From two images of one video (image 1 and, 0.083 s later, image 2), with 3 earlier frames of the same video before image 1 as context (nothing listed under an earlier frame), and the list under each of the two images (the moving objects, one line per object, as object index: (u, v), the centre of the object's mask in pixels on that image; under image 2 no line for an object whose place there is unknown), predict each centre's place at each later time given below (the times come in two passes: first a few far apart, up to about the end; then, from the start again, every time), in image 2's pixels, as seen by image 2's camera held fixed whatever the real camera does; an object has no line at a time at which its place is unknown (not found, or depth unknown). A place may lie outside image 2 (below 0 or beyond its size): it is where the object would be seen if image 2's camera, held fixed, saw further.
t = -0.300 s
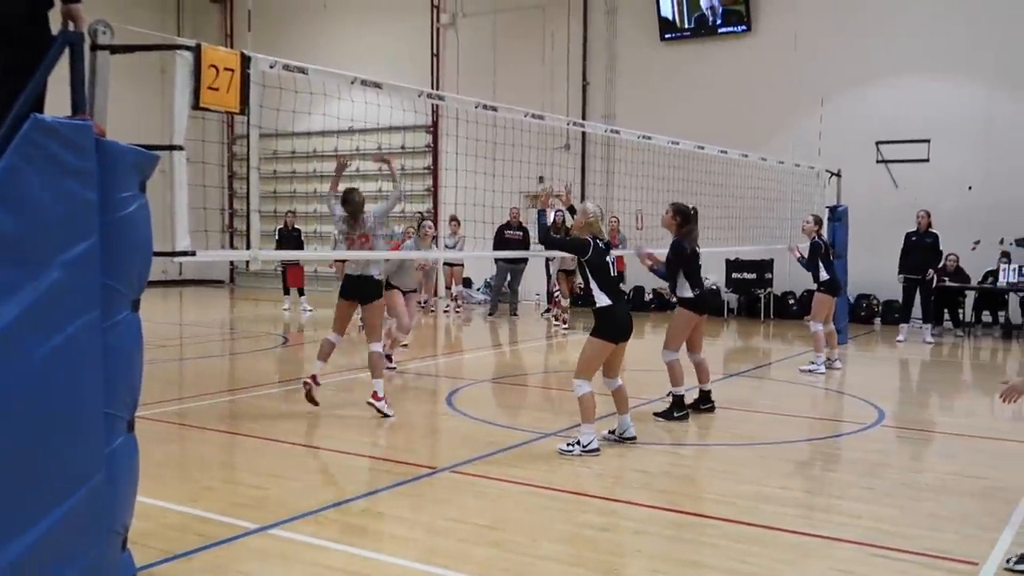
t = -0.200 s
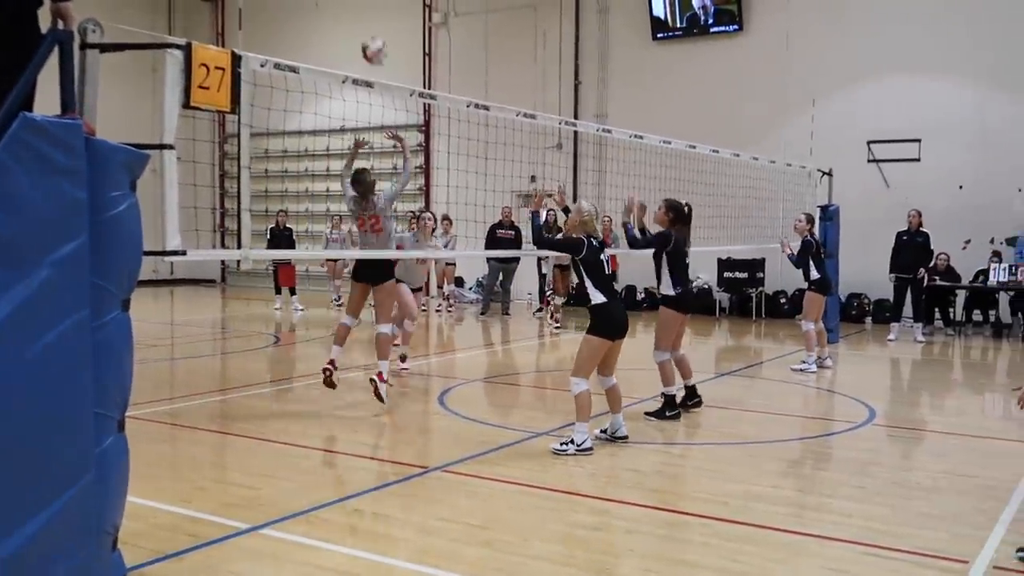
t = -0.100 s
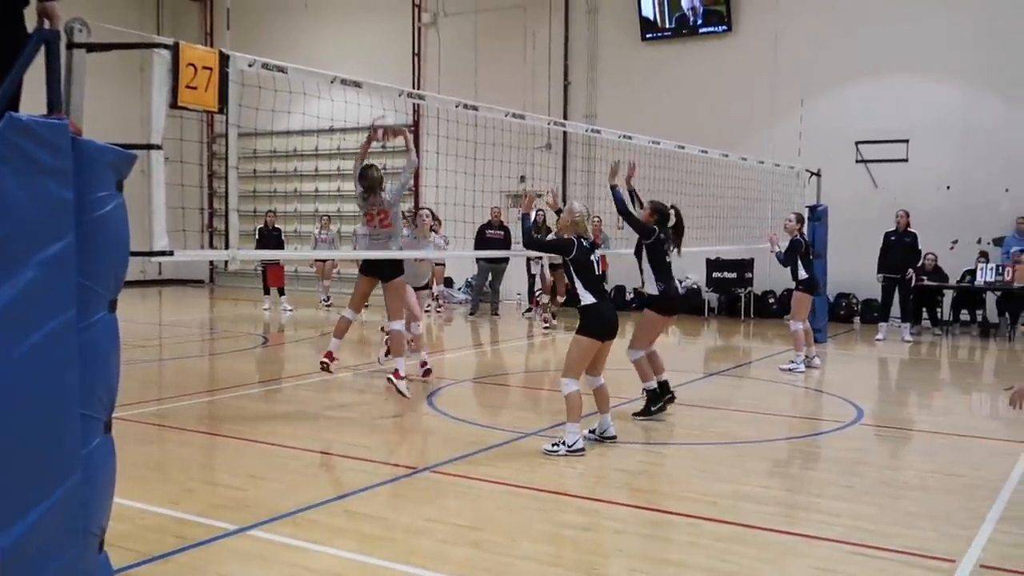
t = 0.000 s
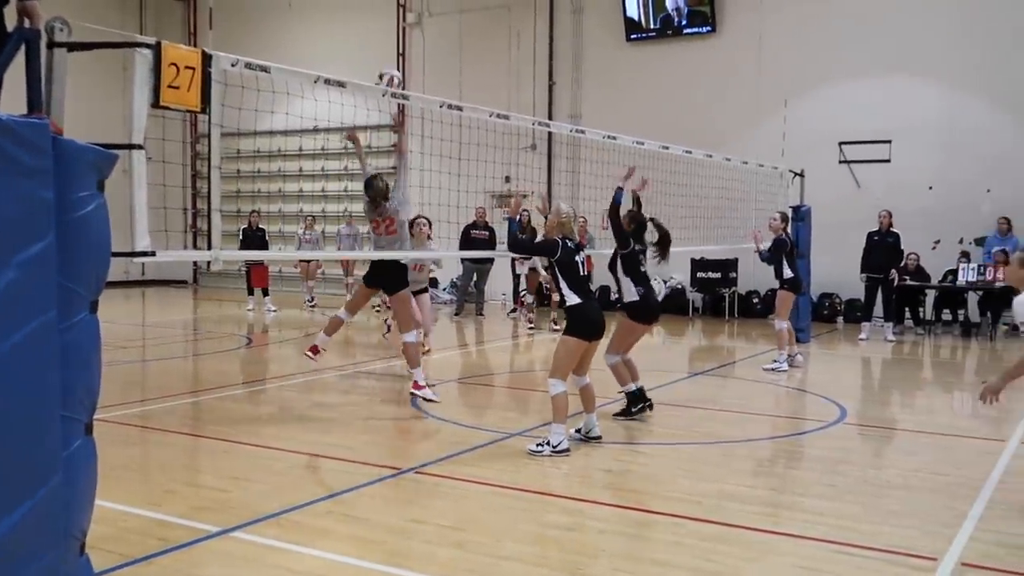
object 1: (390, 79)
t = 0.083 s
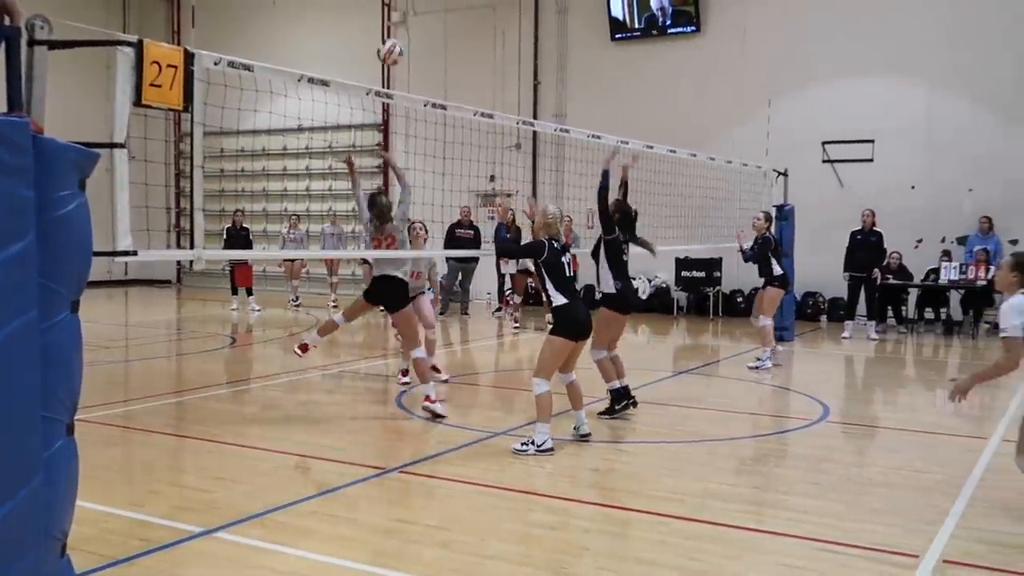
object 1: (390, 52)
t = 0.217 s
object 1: (412, 23)
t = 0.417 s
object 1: (441, 23)
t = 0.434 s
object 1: (444, 25)
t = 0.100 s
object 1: (393, 48)
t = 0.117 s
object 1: (395, 42)
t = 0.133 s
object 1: (397, 38)
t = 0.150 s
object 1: (401, 34)
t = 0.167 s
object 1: (404, 30)
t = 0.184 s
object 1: (407, 27)
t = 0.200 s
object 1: (410, 25)
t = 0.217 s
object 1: (412, 23)
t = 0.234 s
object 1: (415, 22)
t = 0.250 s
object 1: (417, 20)
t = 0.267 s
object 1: (420, 19)
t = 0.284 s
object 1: (422, 18)
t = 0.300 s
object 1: (424, 17)
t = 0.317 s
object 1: (427, 18)
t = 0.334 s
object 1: (429, 17)
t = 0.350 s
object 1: (432, 18)
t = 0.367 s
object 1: (434, 19)
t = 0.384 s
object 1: (437, 21)
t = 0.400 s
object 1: (439, 22)
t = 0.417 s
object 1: (441, 23)
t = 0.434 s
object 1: (444, 25)
